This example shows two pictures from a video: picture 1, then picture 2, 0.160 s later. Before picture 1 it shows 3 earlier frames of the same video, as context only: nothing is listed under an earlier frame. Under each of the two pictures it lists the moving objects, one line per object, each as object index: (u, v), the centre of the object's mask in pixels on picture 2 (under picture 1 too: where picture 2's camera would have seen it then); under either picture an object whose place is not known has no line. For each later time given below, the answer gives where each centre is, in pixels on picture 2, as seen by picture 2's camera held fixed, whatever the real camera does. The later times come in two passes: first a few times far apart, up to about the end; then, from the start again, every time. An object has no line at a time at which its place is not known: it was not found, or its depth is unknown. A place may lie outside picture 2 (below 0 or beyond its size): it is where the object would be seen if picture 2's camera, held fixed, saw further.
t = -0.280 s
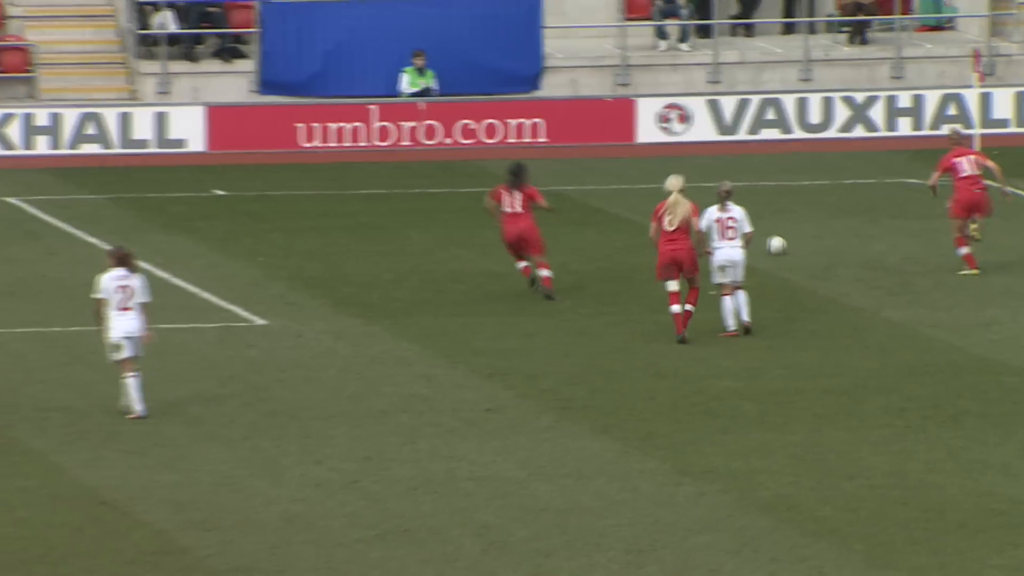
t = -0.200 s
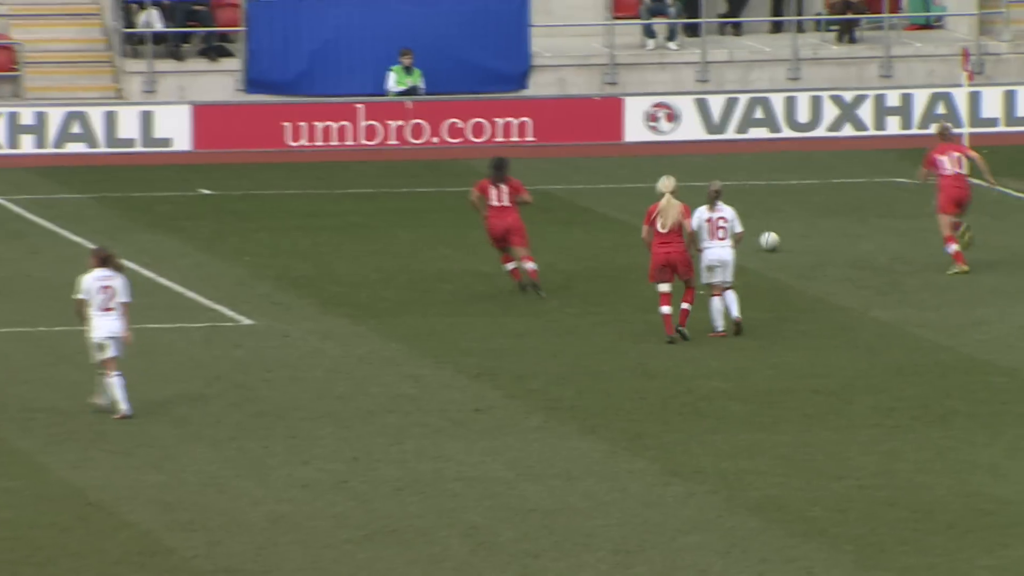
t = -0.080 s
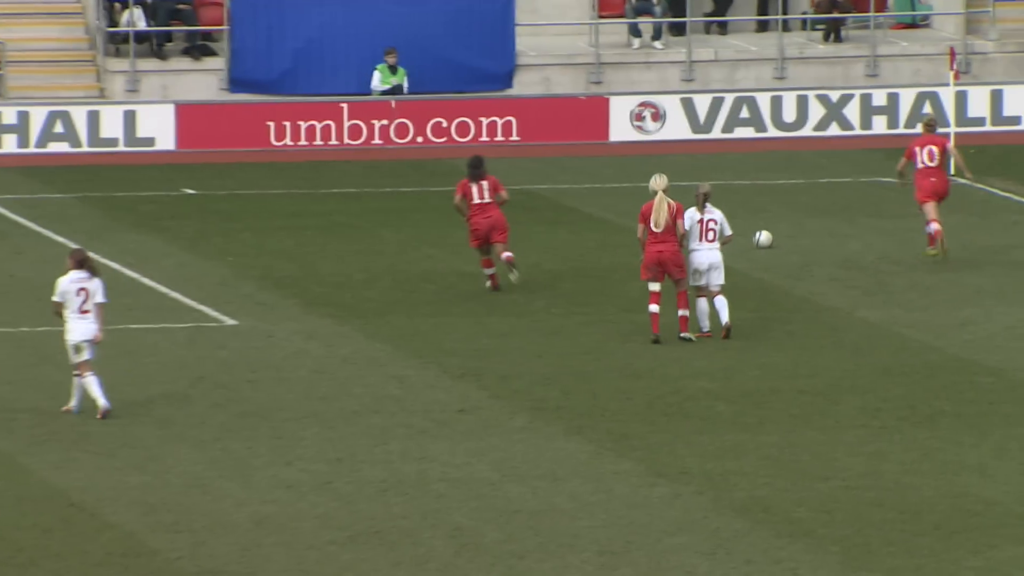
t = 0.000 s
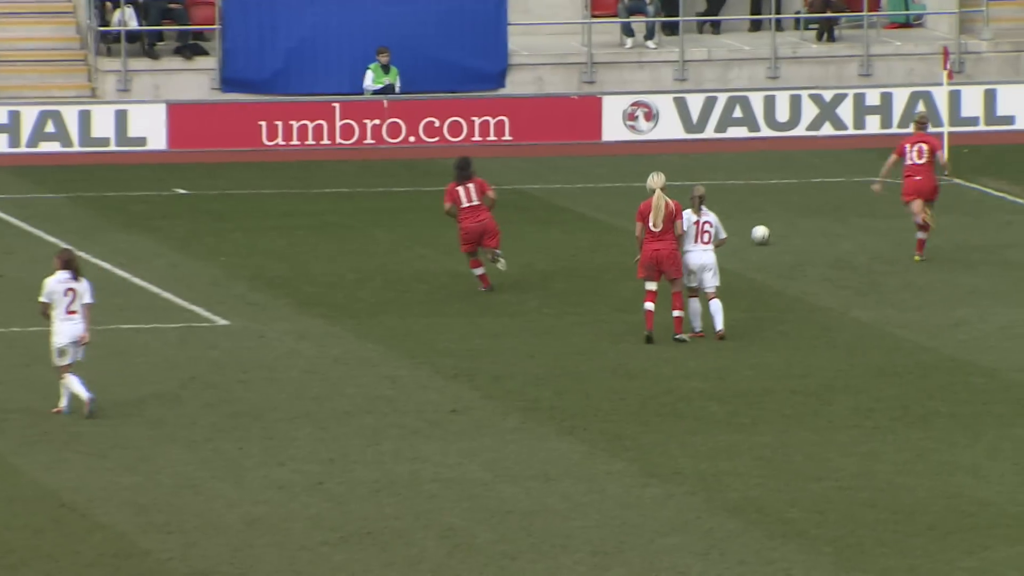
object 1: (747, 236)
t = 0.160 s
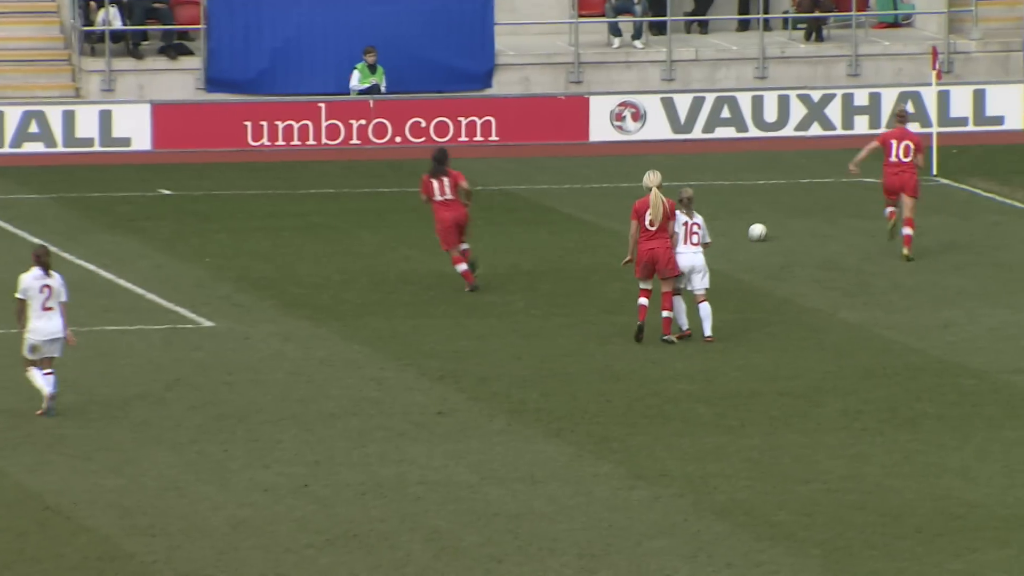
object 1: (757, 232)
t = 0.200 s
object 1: (760, 230)
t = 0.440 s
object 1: (774, 223)
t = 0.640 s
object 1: (784, 218)
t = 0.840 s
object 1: (793, 212)
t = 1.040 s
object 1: (801, 207)
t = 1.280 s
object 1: (808, 202)
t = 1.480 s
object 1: (815, 195)
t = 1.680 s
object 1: (822, 193)
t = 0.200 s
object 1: (760, 230)
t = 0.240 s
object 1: (763, 229)
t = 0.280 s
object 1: (765, 228)
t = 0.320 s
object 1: (768, 226)
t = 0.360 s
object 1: (770, 225)
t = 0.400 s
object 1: (772, 224)
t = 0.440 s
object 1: (774, 223)
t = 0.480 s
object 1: (776, 222)
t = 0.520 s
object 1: (778, 221)
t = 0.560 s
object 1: (780, 220)
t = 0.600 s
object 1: (782, 219)
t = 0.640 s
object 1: (784, 218)
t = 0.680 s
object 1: (786, 217)
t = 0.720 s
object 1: (788, 216)
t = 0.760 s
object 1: (790, 215)
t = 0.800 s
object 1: (792, 213)
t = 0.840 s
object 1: (793, 212)
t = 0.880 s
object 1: (795, 211)
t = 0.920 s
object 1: (797, 210)
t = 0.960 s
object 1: (798, 209)
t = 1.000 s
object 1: (799, 208)
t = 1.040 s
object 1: (801, 207)
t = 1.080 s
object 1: (802, 206)
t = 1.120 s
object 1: (804, 206)
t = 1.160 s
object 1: (805, 205)
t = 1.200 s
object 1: (806, 203)
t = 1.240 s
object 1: (807, 202)
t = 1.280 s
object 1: (808, 202)
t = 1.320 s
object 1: (809, 201)
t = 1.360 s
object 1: (811, 201)
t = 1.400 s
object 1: (812, 199)
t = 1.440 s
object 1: (814, 197)
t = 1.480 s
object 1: (815, 195)
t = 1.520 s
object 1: (817, 195)
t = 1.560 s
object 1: (818, 195)
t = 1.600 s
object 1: (819, 195)
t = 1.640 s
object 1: (821, 195)
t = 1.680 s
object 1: (822, 193)
